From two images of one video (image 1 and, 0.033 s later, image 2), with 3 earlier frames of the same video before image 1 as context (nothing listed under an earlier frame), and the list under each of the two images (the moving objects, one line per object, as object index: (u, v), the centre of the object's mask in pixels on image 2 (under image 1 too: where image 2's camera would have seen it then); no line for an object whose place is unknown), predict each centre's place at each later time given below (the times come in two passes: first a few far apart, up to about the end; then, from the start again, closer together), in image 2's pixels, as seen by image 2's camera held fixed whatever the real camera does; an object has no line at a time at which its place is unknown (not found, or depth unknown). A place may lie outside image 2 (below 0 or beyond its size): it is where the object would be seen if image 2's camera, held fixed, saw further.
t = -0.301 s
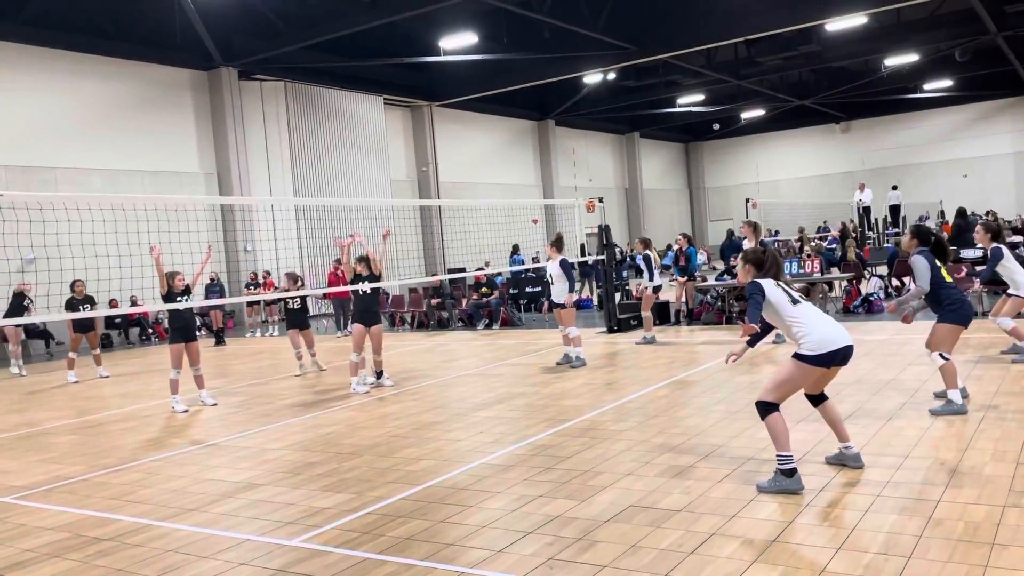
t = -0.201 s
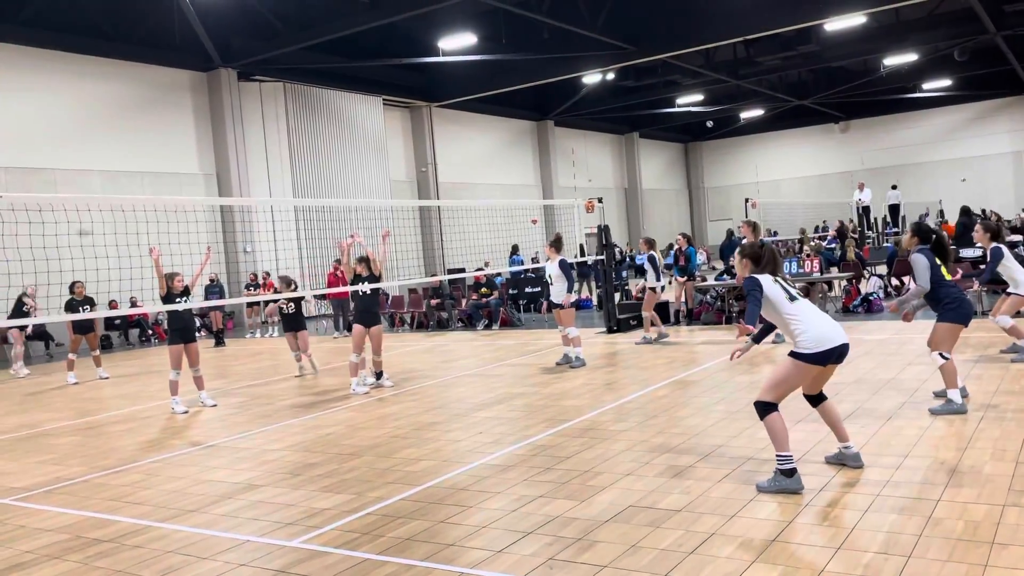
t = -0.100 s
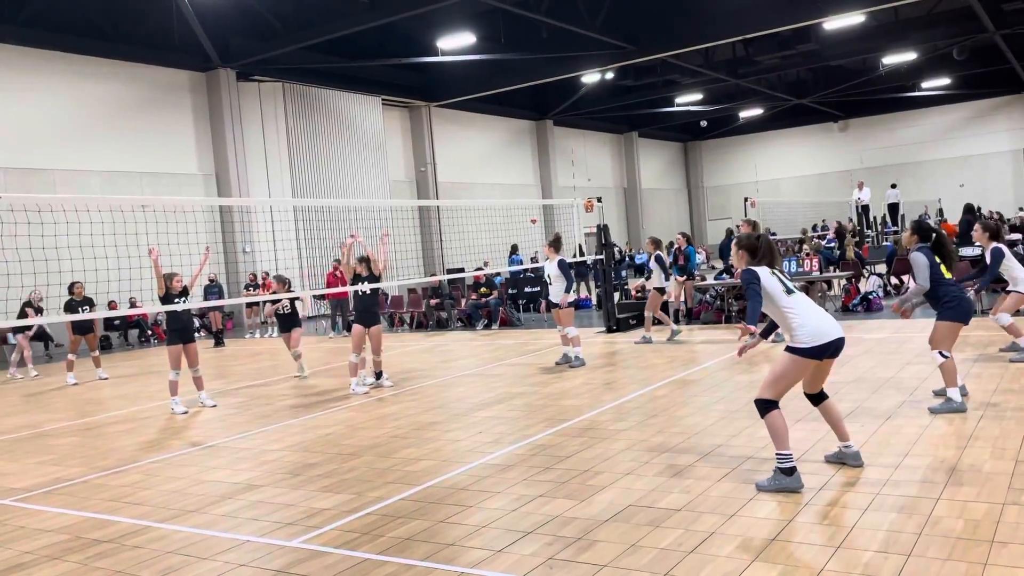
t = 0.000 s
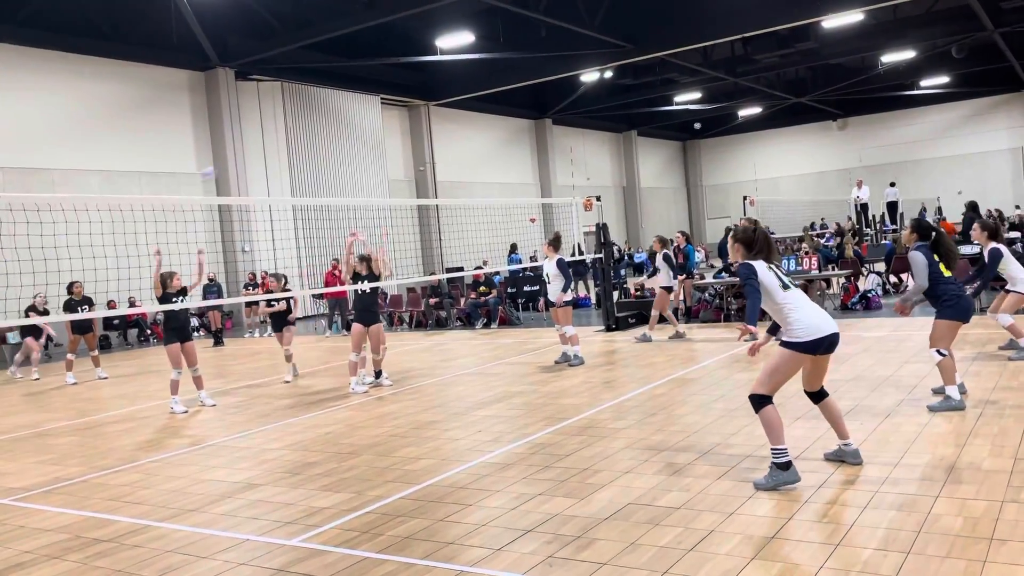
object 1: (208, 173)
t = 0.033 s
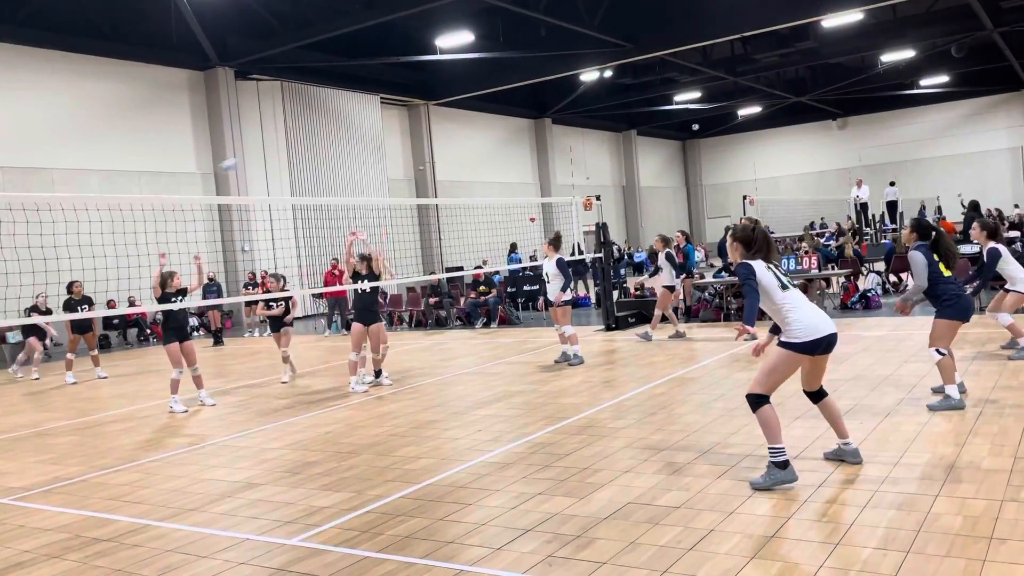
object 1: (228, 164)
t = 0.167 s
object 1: (324, 138)
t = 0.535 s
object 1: (625, 118)
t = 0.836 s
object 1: (936, 179)
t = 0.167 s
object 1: (324, 138)
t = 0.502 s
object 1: (594, 115)
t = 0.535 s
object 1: (625, 118)
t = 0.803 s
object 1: (898, 168)
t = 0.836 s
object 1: (936, 179)
